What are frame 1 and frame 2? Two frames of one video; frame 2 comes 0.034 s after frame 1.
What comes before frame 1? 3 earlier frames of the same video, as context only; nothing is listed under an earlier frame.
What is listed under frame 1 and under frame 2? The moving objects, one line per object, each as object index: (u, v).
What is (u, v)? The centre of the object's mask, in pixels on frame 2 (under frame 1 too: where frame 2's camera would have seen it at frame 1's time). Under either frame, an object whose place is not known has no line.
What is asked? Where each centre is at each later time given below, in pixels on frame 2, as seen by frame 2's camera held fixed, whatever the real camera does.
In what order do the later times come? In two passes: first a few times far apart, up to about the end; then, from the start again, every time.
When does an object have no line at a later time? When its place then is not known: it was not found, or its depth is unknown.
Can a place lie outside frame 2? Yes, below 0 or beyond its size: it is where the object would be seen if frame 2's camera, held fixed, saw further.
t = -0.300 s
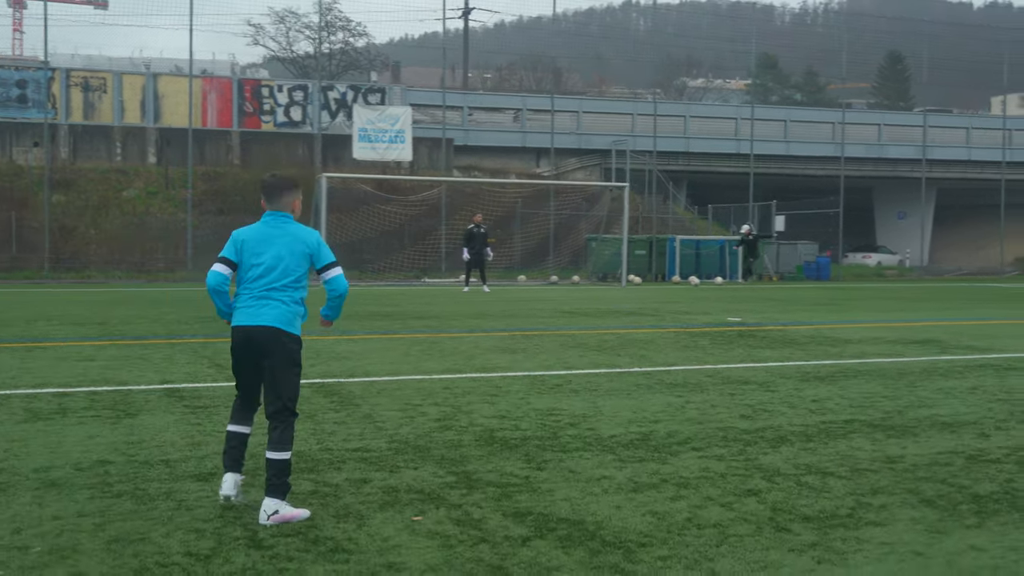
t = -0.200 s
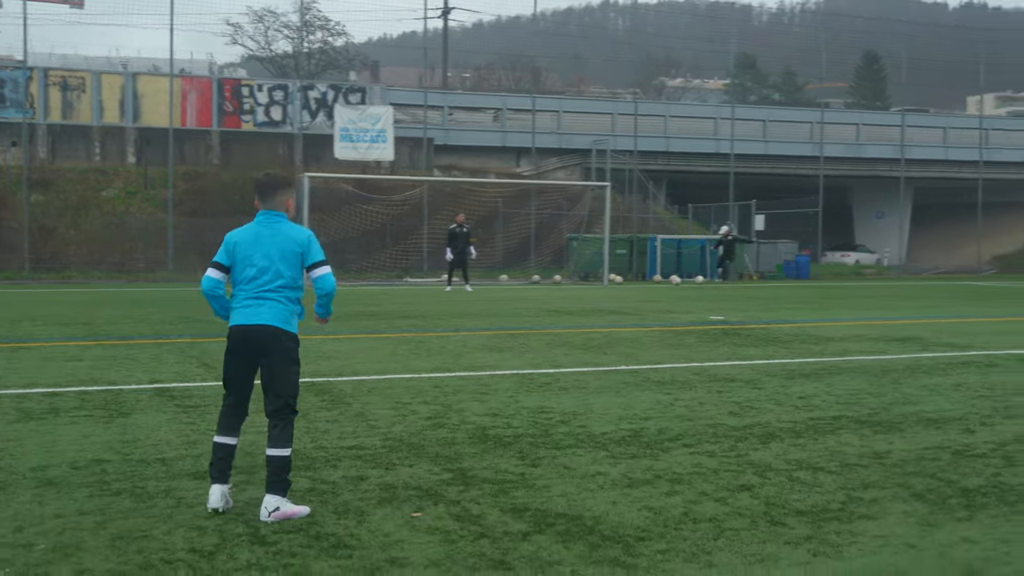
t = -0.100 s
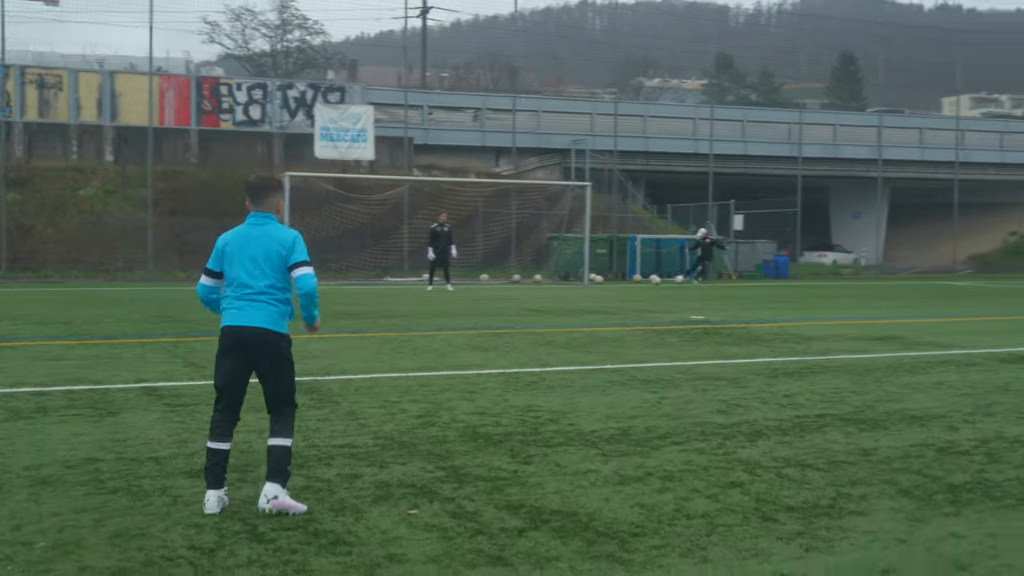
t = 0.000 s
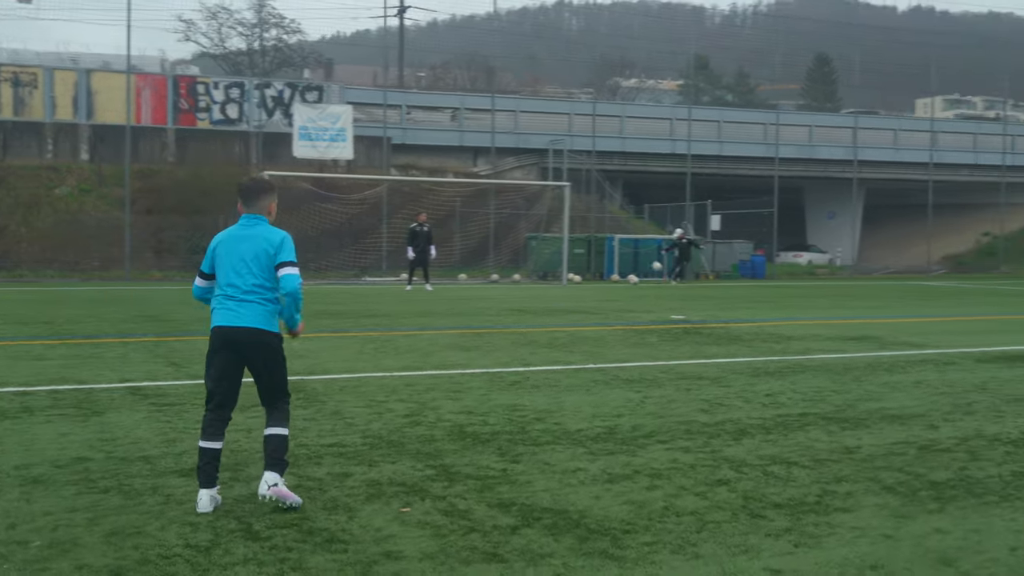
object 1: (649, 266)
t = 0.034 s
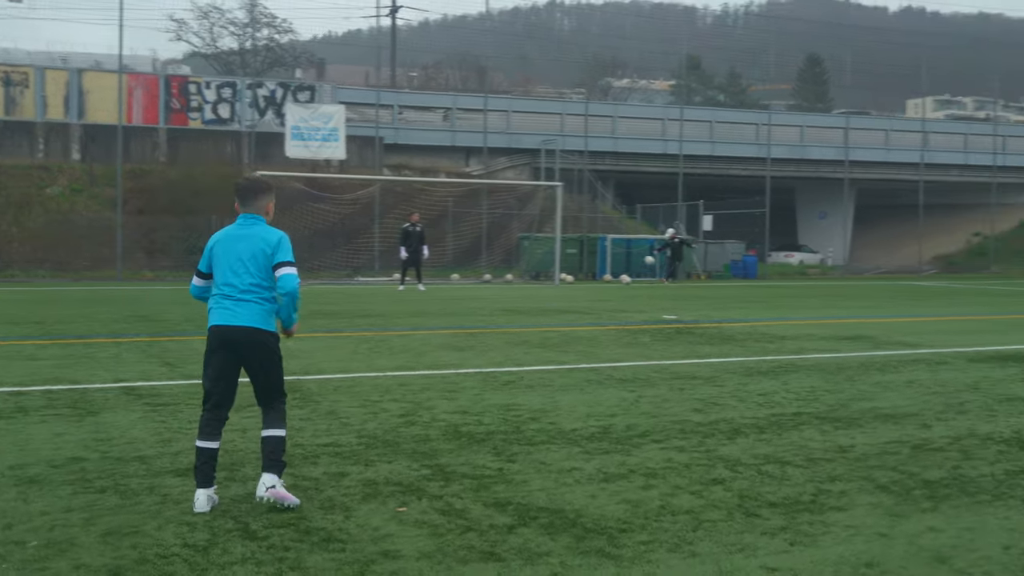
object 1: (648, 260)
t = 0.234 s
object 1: (646, 225)
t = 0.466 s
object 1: (645, 187)
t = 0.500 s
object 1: (645, 182)
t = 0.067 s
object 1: (648, 254)
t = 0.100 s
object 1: (648, 248)
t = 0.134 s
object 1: (648, 242)
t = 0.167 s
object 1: (647, 236)
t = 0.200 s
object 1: (647, 230)
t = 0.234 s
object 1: (646, 225)
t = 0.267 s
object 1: (646, 219)
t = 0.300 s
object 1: (646, 213)
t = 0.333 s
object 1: (645, 208)
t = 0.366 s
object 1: (645, 203)
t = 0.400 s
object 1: (645, 197)
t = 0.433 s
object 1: (645, 192)
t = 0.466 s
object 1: (645, 187)
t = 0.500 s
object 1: (645, 182)
